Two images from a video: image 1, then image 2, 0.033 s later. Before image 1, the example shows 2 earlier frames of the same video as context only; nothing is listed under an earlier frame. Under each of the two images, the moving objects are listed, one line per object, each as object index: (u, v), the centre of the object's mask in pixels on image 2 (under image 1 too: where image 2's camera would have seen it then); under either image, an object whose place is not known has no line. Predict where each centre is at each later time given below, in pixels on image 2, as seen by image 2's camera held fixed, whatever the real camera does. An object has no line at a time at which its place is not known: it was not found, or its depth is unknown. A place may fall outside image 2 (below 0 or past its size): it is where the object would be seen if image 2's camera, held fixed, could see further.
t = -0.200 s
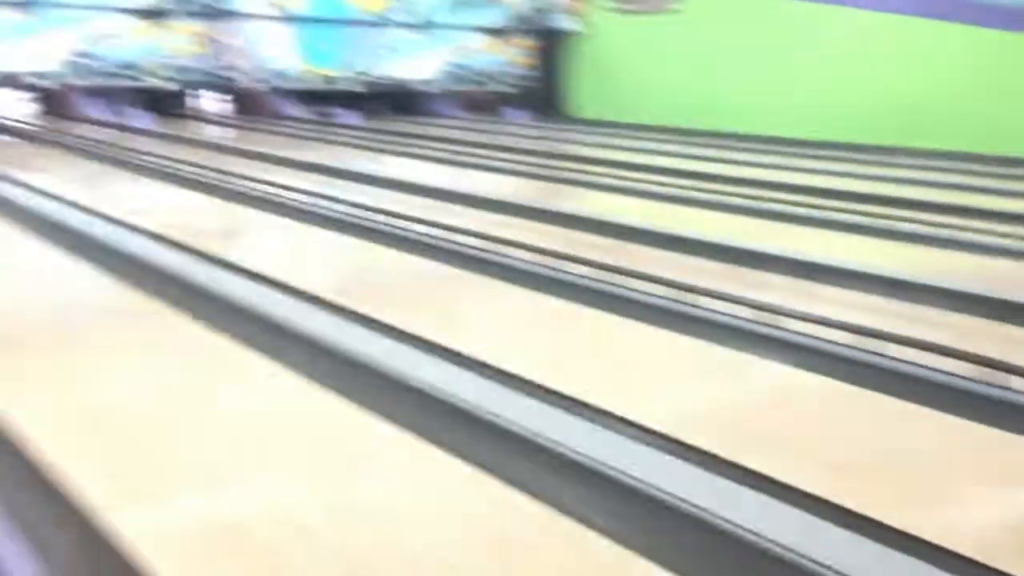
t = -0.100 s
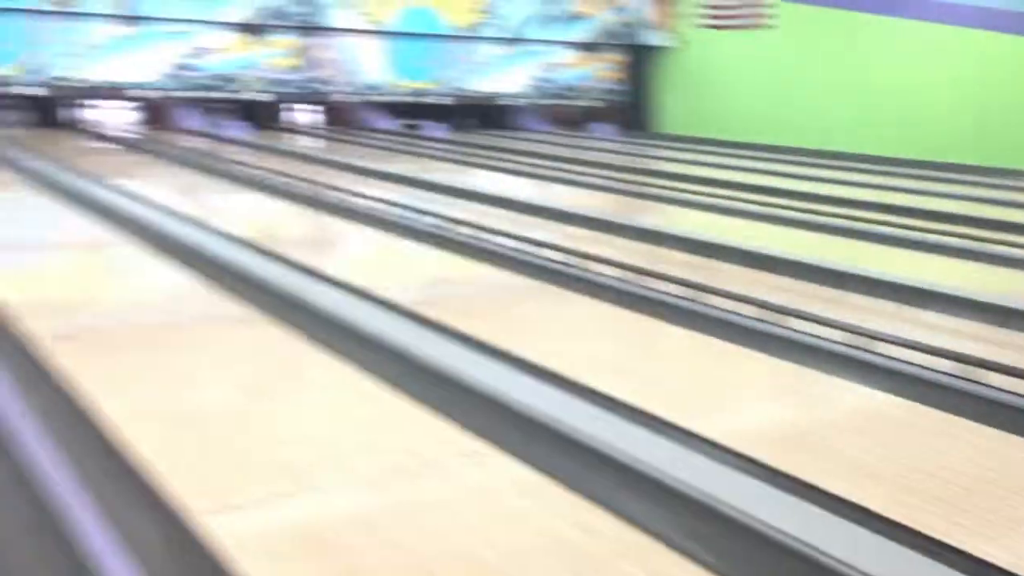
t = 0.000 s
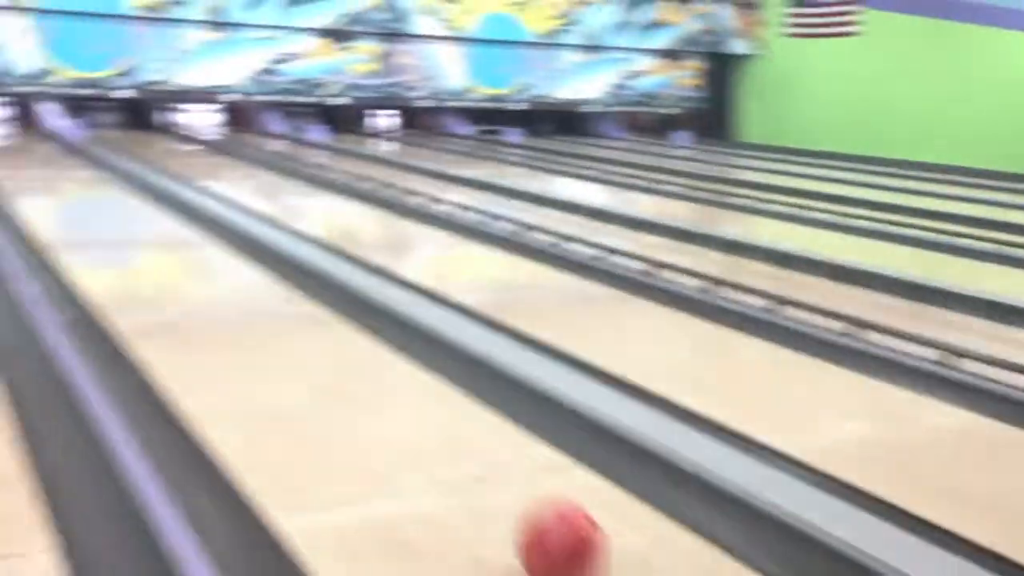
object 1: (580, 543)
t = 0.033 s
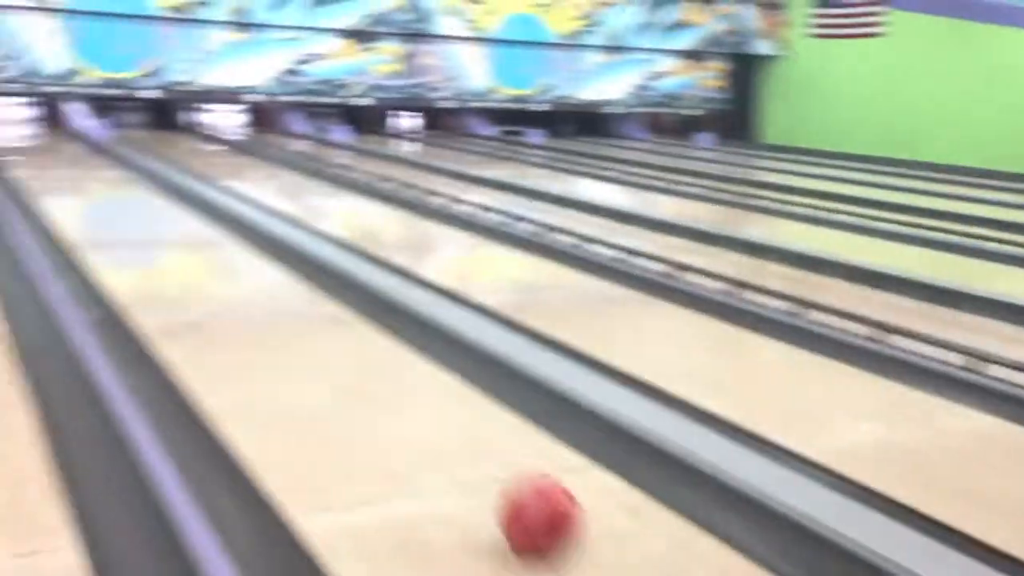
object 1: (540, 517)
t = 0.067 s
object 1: (503, 488)
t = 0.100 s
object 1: (473, 465)
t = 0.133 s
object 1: (444, 444)
